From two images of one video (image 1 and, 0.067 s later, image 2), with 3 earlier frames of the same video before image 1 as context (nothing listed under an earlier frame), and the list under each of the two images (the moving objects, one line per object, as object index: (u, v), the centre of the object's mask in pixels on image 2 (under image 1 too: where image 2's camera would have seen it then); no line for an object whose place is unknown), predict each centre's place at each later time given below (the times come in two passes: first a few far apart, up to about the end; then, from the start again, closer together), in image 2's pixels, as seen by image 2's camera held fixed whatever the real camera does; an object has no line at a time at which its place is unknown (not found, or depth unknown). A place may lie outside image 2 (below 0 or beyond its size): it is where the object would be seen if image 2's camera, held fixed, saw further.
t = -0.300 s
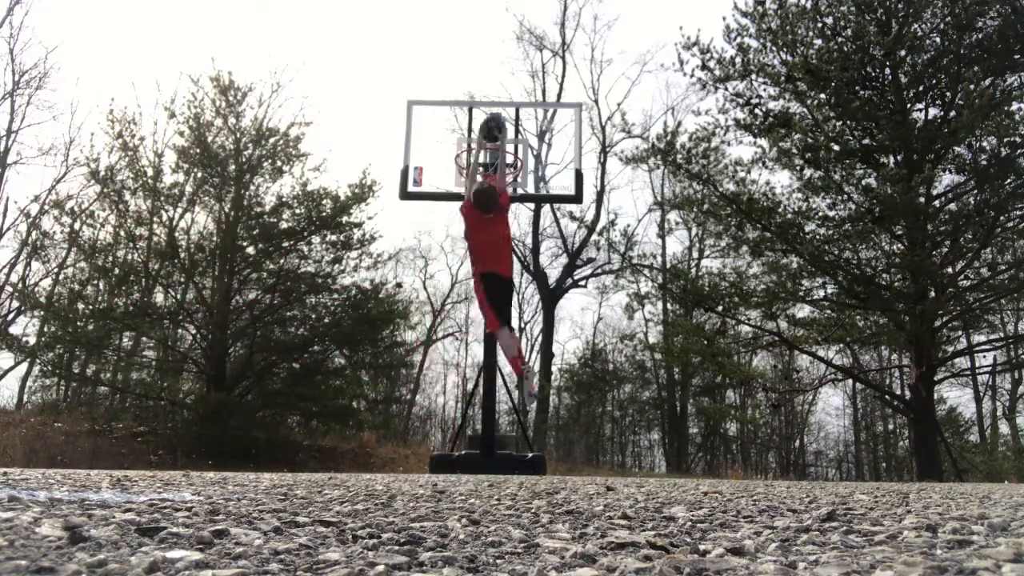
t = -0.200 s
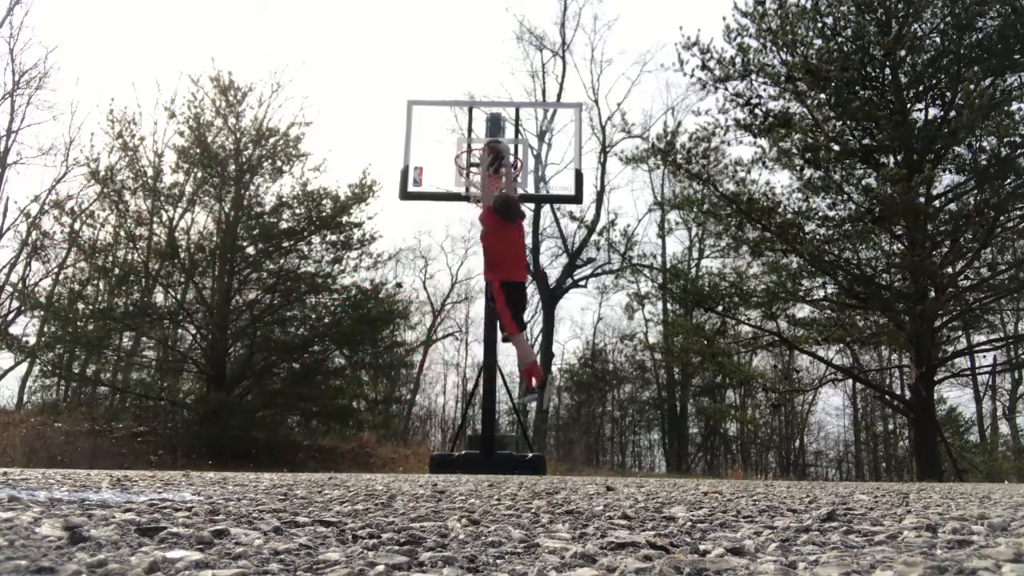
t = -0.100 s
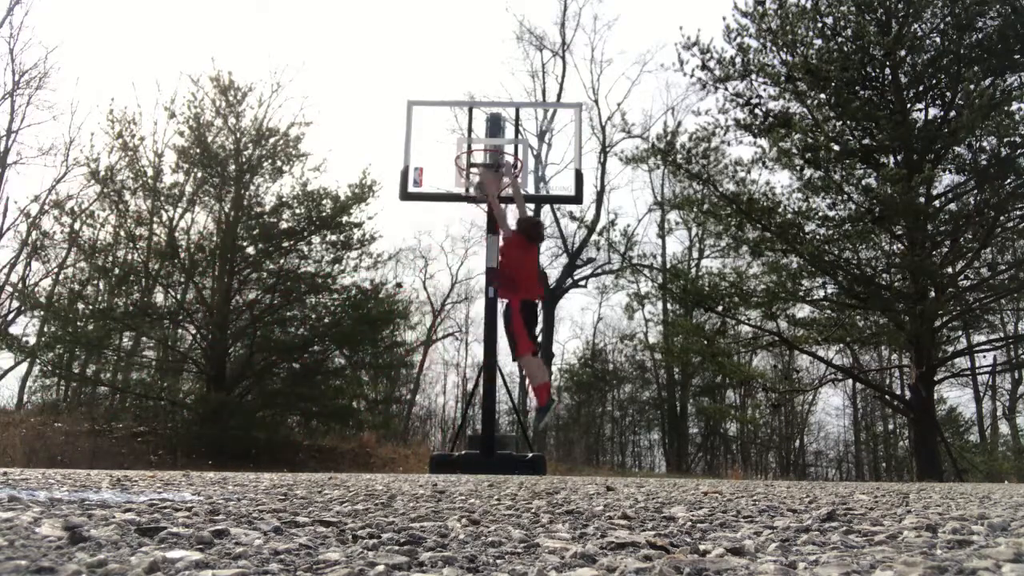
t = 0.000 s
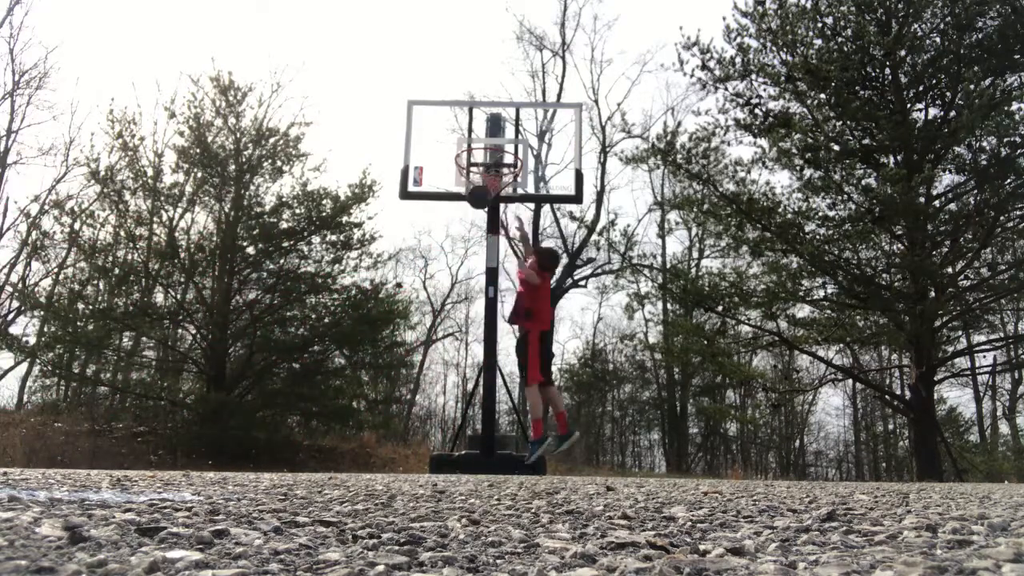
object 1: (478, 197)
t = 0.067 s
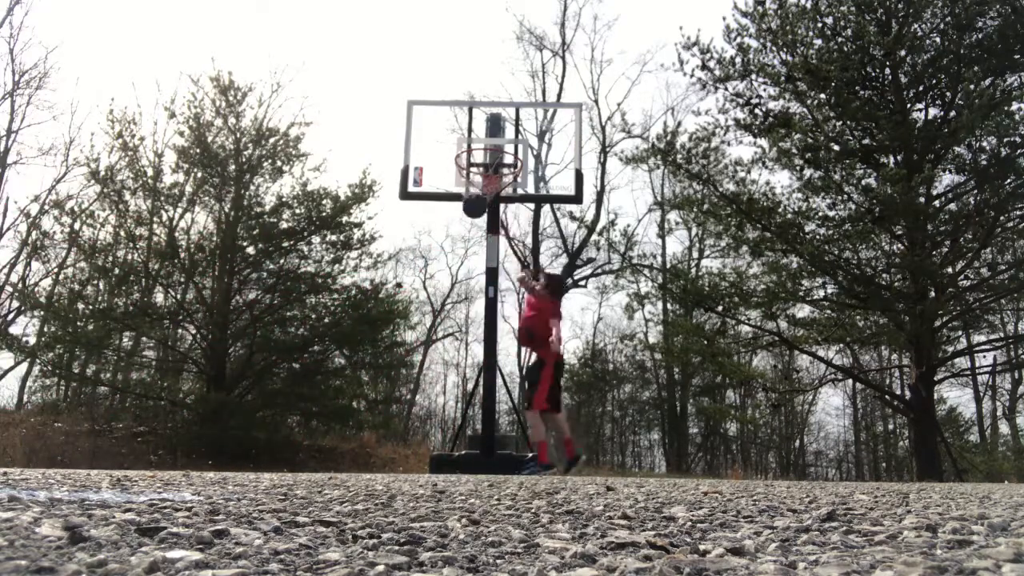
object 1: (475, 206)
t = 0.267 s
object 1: (459, 271)
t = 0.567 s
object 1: (434, 441)
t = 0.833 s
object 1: (429, 284)
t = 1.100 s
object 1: (421, 245)
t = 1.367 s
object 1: (407, 337)
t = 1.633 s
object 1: (395, 357)
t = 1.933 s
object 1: (388, 258)
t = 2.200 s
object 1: (371, 359)
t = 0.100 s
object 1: (472, 213)
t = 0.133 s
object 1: (469, 221)
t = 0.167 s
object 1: (467, 231)
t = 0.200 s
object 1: (464, 243)
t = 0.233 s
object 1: (462, 256)
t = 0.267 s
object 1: (459, 271)
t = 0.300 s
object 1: (457, 288)
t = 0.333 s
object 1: (454, 306)
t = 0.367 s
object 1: (451, 327)
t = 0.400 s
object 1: (448, 349)
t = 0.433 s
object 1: (445, 374)
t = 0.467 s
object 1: (442, 401)
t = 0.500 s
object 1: (438, 430)
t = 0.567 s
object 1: (434, 441)
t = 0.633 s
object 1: (433, 390)
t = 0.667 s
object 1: (433, 367)
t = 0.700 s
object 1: (432, 347)
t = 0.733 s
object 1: (431, 329)
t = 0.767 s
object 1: (431, 312)
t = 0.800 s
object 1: (430, 297)
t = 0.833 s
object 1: (429, 284)
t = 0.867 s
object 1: (428, 272)
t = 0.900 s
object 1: (427, 263)
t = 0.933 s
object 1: (426, 255)
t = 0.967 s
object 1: (425, 249)
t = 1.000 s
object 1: (424, 245)
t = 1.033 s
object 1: (423, 243)
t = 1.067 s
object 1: (422, 243)
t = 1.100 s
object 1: (421, 245)
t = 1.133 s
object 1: (420, 248)
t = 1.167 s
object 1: (418, 254)
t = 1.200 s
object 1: (417, 261)
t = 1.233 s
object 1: (415, 272)
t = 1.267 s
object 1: (413, 284)
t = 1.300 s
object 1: (412, 299)
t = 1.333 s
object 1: (410, 317)
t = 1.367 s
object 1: (407, 337)
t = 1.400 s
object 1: (404, 361)
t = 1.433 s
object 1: (403, 386)
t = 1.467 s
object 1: (399, 416)
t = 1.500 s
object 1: (397, 448)
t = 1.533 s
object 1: (397, 437)
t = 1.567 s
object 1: (396, 408)
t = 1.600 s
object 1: (396, 381)
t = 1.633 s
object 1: (395, 357)
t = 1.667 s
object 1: (395, 336)
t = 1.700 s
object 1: (395, 317)
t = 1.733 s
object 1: (394, 301)
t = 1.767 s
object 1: (393, 288)
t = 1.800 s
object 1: (392, 276)
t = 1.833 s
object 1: (391, 268)
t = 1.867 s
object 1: (390, 262)
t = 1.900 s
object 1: (389, 258)
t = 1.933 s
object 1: (388, 258)
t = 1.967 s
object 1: (386, 260)
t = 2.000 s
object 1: (385, 265)
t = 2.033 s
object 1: (383, 272)
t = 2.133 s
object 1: (376, 314)
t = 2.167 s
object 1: (373, 334)
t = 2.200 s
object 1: (371, 359)
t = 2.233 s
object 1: (369, 386)
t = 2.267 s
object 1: (364, 420)
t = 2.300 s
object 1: (361, 446)
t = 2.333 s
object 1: (361, 413)
